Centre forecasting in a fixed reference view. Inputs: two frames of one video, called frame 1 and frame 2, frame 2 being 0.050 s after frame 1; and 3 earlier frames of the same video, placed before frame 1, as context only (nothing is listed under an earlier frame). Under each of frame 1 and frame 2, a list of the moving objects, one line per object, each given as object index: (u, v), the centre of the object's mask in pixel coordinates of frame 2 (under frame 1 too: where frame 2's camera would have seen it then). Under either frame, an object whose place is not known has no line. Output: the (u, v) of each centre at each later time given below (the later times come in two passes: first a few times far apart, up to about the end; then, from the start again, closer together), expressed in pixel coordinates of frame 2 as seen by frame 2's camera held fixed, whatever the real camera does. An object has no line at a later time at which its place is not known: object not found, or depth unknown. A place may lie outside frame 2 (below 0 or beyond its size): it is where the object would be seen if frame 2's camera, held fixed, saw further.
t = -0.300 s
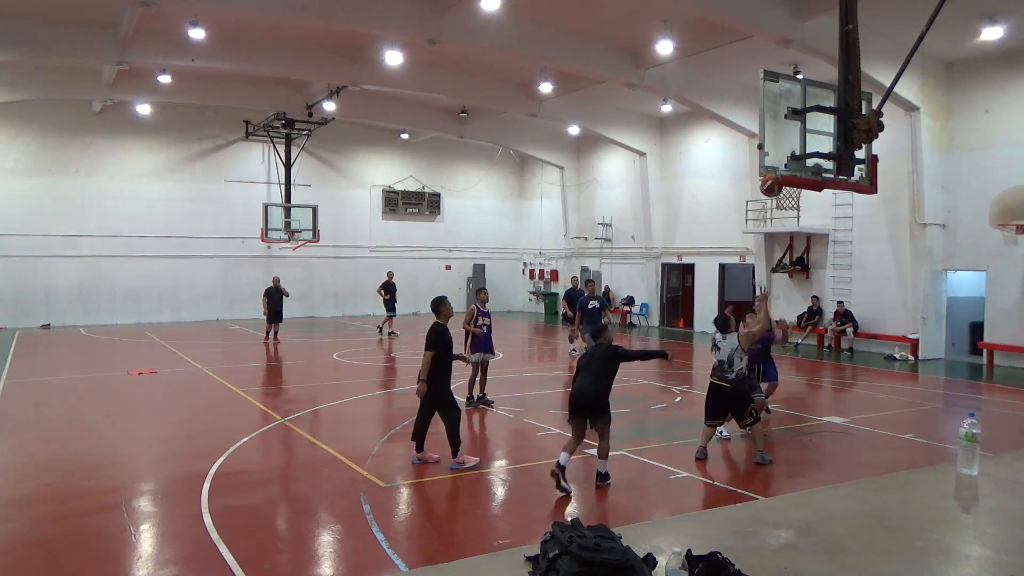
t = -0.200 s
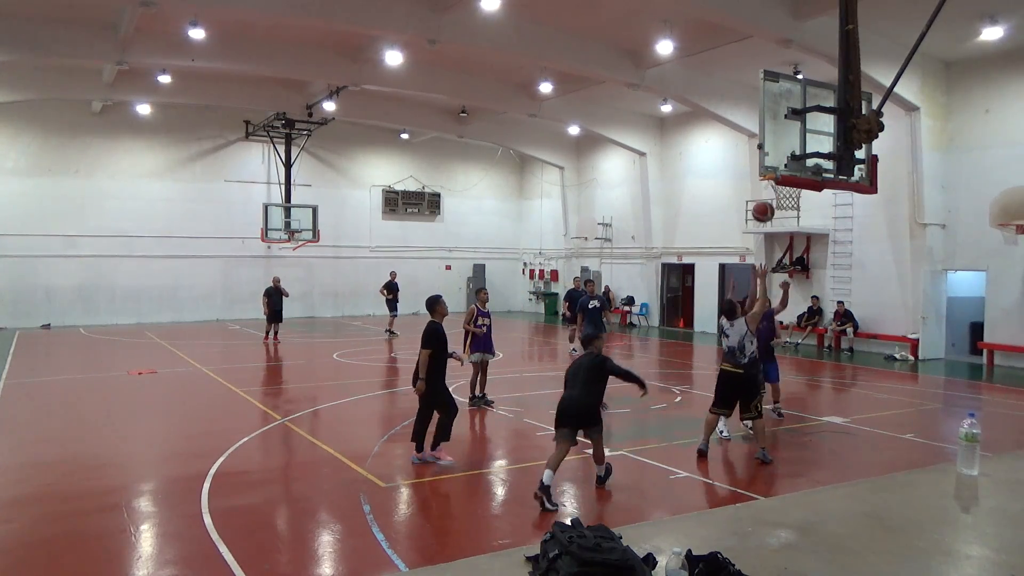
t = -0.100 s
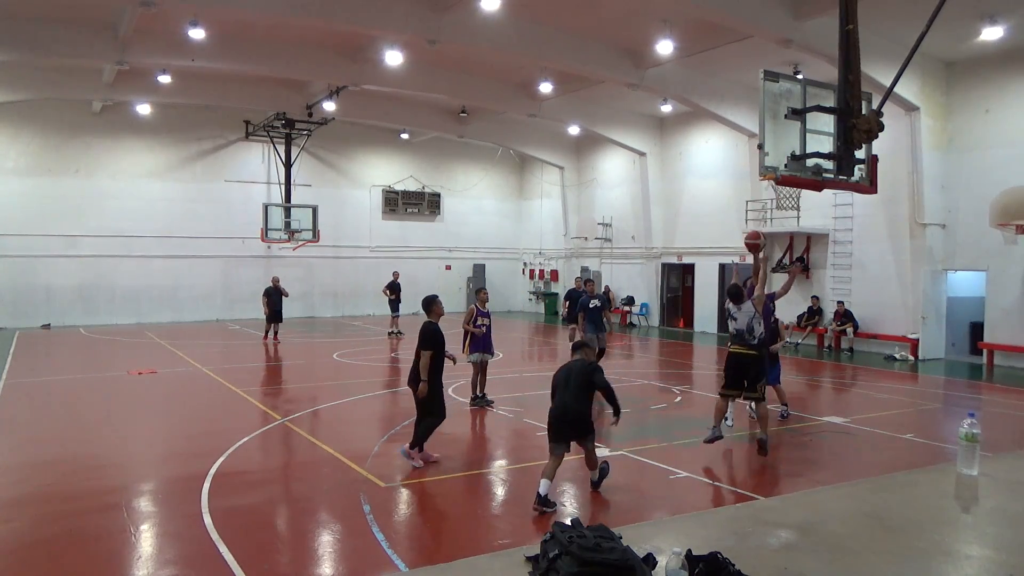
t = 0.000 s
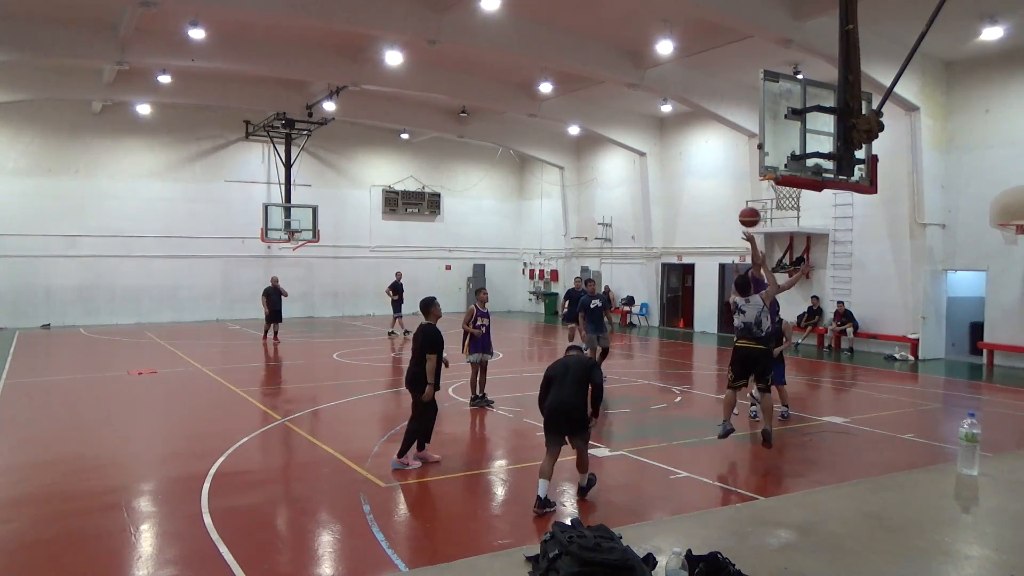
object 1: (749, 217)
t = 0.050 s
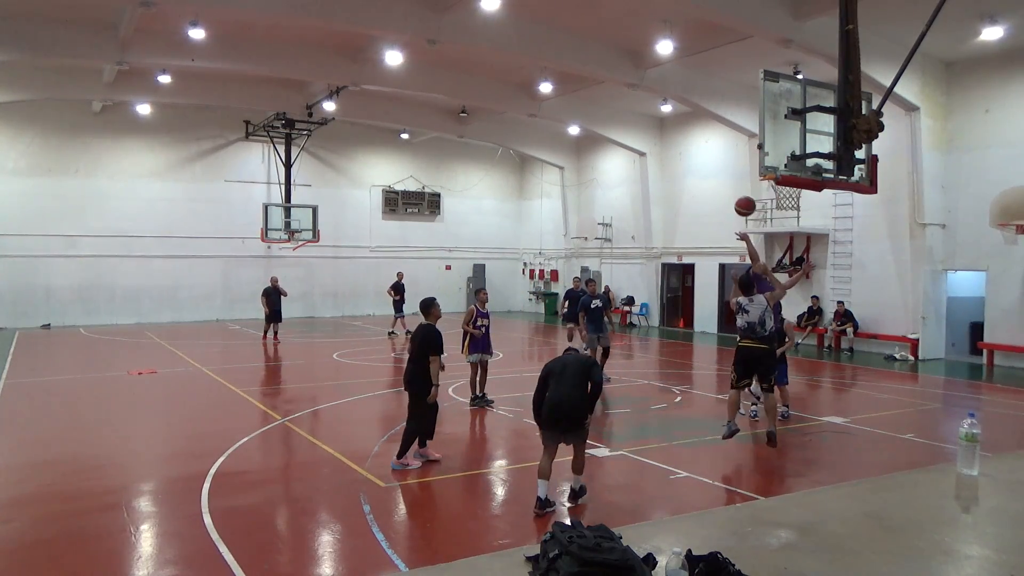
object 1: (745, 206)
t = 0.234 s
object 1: (729, 186)
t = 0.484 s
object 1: (709, 202)
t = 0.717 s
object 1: (693, 256)
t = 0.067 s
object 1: (744, 203)
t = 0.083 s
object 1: (742, 200)
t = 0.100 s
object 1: (741, 197)
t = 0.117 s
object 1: (739, 195)
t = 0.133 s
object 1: (738, 193)
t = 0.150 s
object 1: (736, 191)
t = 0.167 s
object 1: (735, 190)
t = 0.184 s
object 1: (733, 188)
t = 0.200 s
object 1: (732, 187)
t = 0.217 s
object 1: (731, 186)
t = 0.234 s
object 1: (729, 186)
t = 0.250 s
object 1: (728, 185)
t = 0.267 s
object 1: (727, 185)
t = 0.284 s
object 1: (725, 185)
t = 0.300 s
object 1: (724, 185)
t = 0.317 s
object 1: (722, 186)
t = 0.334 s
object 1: (721, 187)
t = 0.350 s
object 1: (720, 188)
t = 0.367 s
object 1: (719, 189)
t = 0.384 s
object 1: (717, 190)
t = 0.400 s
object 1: (716, 192)
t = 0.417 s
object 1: (715, 193)
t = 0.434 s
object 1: (713, 195)
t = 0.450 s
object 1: (712, 197)
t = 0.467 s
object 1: (711, 200)
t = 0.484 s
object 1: (709, 202)
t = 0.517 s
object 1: (707, 208)
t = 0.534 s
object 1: (706, 211)
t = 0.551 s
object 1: (704, 214)
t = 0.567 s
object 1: (703, 217)
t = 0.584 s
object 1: (702, 221)
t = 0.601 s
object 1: (701, 225)
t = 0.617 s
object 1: (700, 229)
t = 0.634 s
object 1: (699, 233)
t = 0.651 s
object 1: (697, 237)
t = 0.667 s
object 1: (696, 241)
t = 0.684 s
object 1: (695, 246)
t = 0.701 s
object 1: (694, 251)
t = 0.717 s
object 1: (693, 256)
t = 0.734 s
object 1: (692, 261)
